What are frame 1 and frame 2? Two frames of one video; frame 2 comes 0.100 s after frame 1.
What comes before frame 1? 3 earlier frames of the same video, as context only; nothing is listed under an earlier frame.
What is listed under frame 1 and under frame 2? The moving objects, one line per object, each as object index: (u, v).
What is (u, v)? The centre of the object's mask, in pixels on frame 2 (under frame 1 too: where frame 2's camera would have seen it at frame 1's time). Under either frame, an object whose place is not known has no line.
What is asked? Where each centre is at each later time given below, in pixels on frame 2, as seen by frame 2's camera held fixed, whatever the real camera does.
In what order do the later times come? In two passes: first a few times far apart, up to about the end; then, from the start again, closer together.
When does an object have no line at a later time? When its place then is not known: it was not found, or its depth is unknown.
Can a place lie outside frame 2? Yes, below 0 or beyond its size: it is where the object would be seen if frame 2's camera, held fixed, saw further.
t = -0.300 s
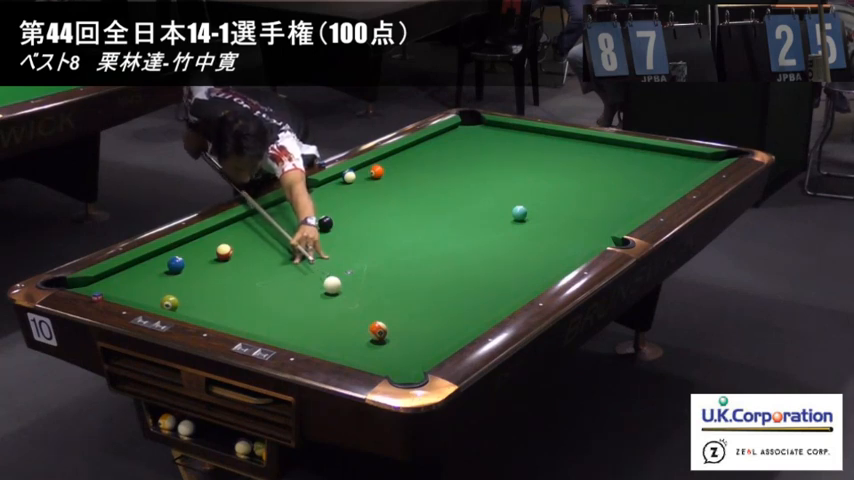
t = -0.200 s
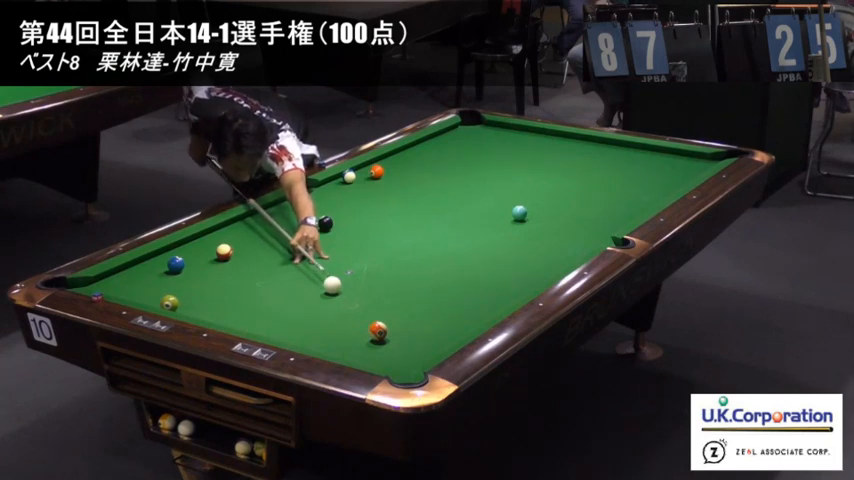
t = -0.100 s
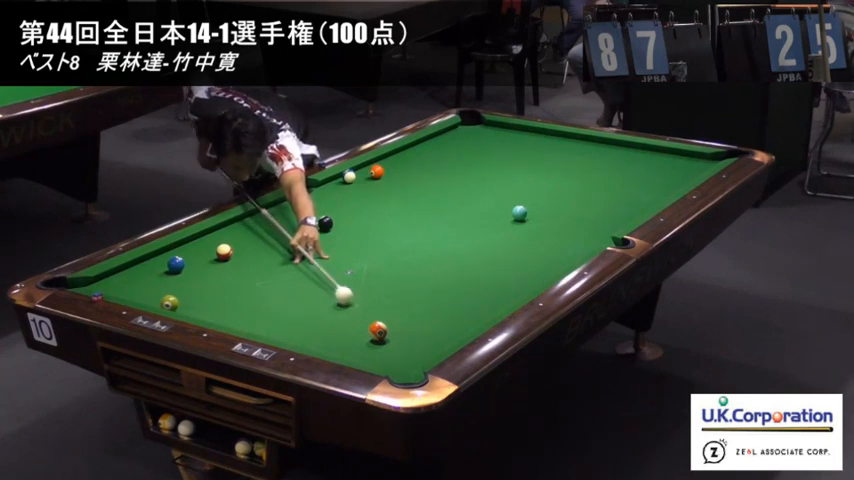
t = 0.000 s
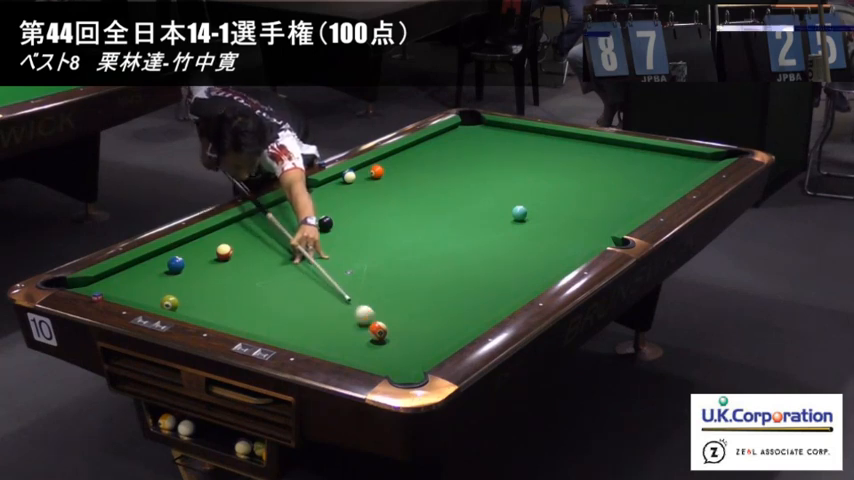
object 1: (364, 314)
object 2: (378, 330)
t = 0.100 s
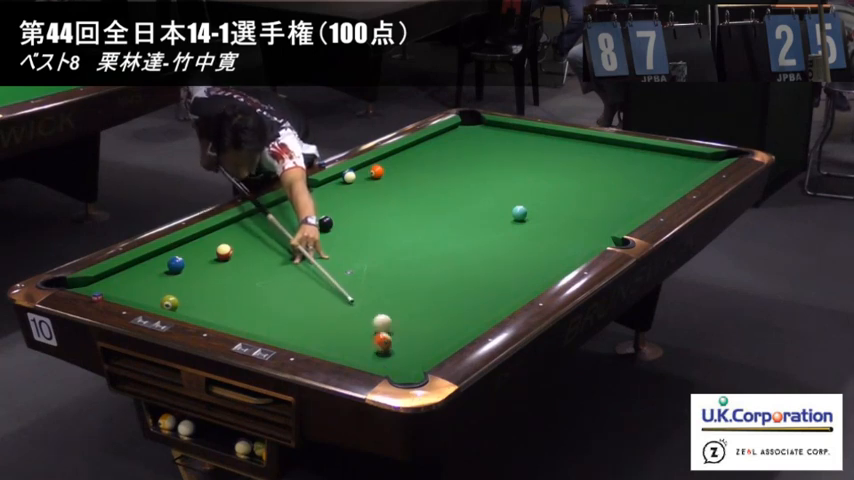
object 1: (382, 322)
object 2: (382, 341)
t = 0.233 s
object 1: (402, 327)
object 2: (391, 365)
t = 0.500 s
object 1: (443, 337)
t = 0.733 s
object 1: (438, 332)
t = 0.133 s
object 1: (387, 323)
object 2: (385, 348)
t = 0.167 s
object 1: (392, 324)
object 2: (387, 354)
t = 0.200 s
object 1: (397, 325)
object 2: (390, 360)
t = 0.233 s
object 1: (402, 327)
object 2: (391, 365)
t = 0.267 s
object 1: (407, 328)
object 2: (393, 370)
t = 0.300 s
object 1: (413, 330)
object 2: (397, 374)
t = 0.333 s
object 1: (418, 331)
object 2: (398, 379)
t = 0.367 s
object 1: (423, 333)
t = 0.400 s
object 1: (428, 334)
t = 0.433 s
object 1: (433, 336)
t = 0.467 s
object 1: (438, 337)
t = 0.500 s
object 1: (443, 337)
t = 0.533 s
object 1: (447, 338)
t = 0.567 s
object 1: (445, 337)
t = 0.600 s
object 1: (444, 336)
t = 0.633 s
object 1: (442, 335)
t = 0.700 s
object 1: (441, 334)
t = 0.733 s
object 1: (438, 332)
